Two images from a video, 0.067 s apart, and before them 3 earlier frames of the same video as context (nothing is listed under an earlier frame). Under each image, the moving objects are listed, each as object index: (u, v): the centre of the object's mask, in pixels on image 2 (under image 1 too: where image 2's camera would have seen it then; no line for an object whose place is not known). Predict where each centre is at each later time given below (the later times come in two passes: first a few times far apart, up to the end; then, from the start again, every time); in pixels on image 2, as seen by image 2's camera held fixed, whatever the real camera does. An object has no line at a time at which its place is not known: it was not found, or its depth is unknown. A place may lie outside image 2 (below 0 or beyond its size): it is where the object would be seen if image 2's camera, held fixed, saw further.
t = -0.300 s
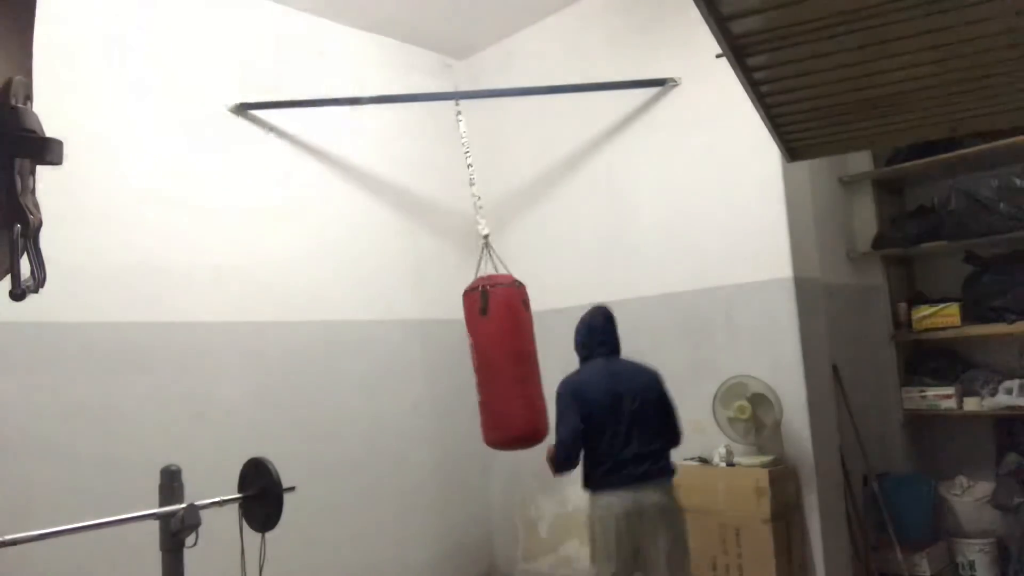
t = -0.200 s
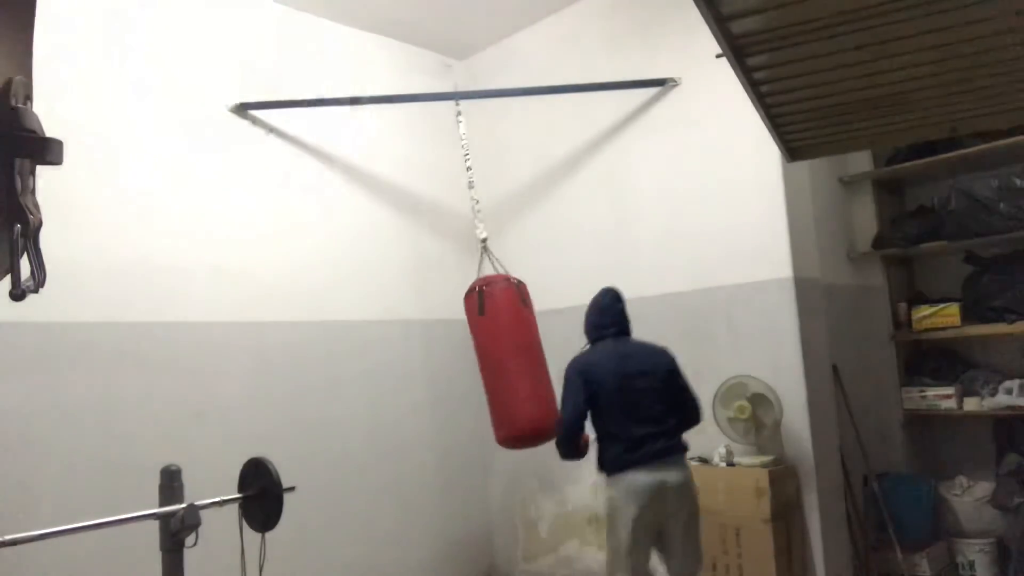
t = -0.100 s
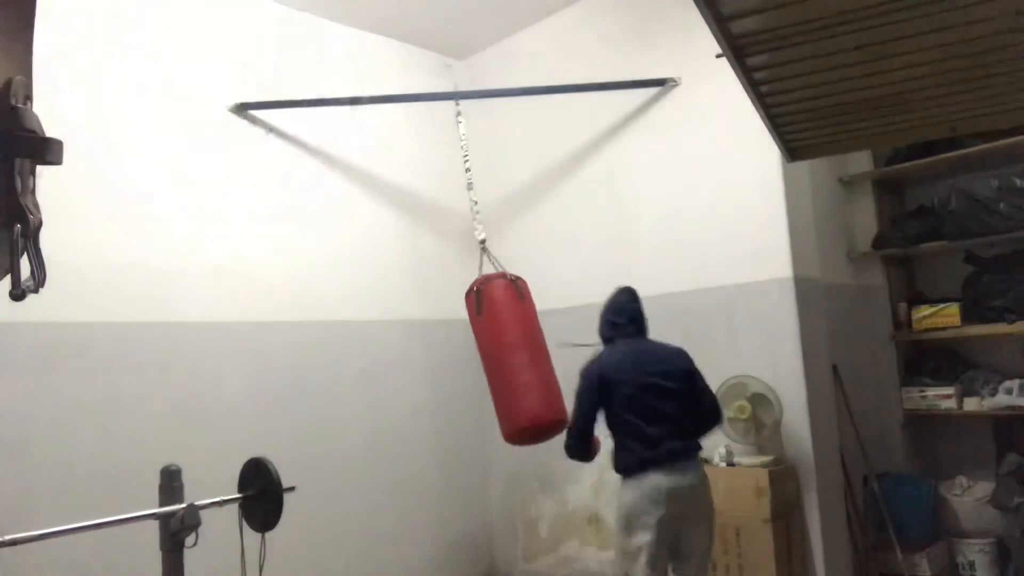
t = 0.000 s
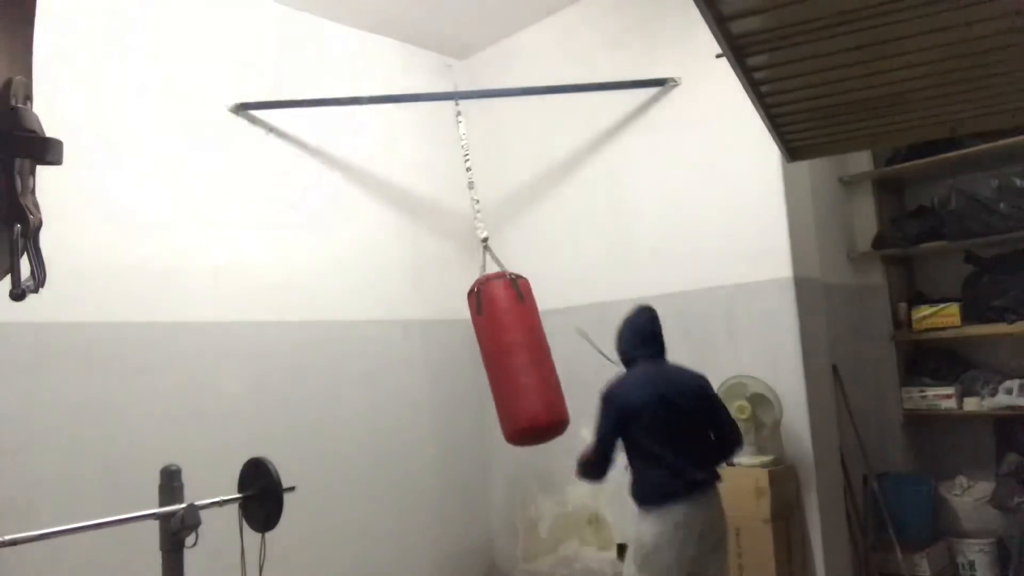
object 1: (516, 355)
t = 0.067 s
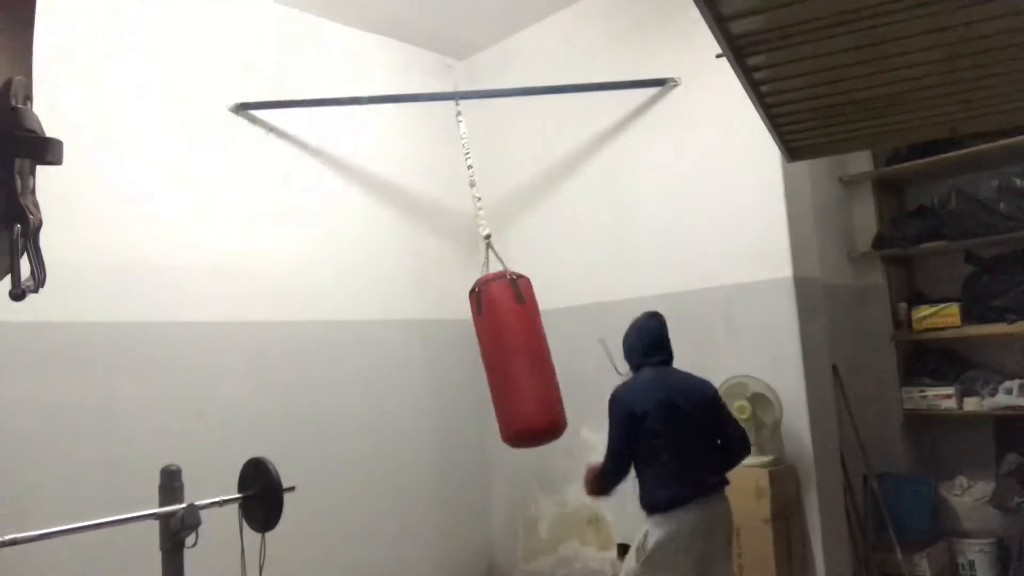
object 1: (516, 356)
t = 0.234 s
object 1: (509, 354)
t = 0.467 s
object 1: (489, 361)
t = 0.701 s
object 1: (465, 363)
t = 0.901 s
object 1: (446, 362)
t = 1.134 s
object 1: (435, 359)
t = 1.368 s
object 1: (436, 358)
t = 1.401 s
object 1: (437, 359)
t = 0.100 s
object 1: (515, 355)
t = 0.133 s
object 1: (514, 354)
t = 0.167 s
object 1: (513, 354)
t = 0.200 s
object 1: (511, 354)
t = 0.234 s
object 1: (509, 354)
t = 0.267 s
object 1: (507, 355)
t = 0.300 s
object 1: (504, 357)
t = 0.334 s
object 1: (502, 358)
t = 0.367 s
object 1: (499, 360)
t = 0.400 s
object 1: (495, 360)
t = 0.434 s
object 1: (492, 361)
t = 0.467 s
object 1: (489, 361)
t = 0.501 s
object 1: (485, 362)
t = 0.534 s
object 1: (482, 362)
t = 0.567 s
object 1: (478, 363)
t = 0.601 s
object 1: (475, 363)
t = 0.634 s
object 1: (471, 363)
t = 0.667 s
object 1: (468, 363)
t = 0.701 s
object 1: (465, 363)
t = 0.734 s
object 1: (461, 362)
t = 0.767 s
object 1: (458, 362)
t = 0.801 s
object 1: (455, 362)
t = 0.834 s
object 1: (452, 362)
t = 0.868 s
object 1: (449, 362)
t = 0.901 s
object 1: (446, 362)
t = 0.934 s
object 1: (444, 362)
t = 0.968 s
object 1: (442, 361)
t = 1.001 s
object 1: (440, 361)
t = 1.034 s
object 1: (438, 360)
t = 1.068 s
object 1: (437, 360)
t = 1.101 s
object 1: (436, 360)
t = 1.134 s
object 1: (435, 359)
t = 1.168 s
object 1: (434, 359)
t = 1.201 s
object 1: (434, 359)
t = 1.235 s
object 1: (434, 359)
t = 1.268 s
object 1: (434, 359)
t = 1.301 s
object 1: (434, 358)
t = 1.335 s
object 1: (435, 358)
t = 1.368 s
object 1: (436, 358)
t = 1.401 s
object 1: (437, 359)
